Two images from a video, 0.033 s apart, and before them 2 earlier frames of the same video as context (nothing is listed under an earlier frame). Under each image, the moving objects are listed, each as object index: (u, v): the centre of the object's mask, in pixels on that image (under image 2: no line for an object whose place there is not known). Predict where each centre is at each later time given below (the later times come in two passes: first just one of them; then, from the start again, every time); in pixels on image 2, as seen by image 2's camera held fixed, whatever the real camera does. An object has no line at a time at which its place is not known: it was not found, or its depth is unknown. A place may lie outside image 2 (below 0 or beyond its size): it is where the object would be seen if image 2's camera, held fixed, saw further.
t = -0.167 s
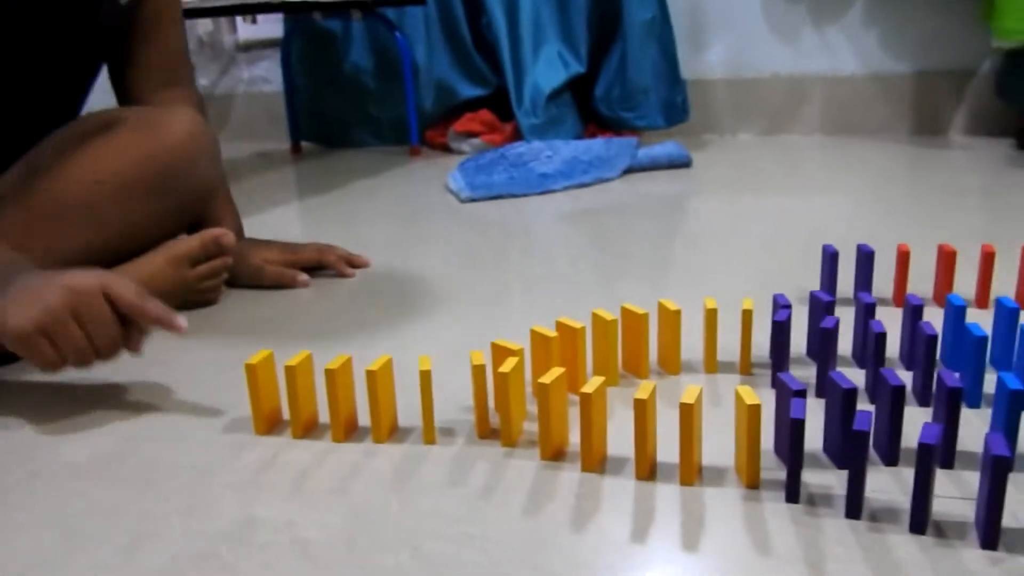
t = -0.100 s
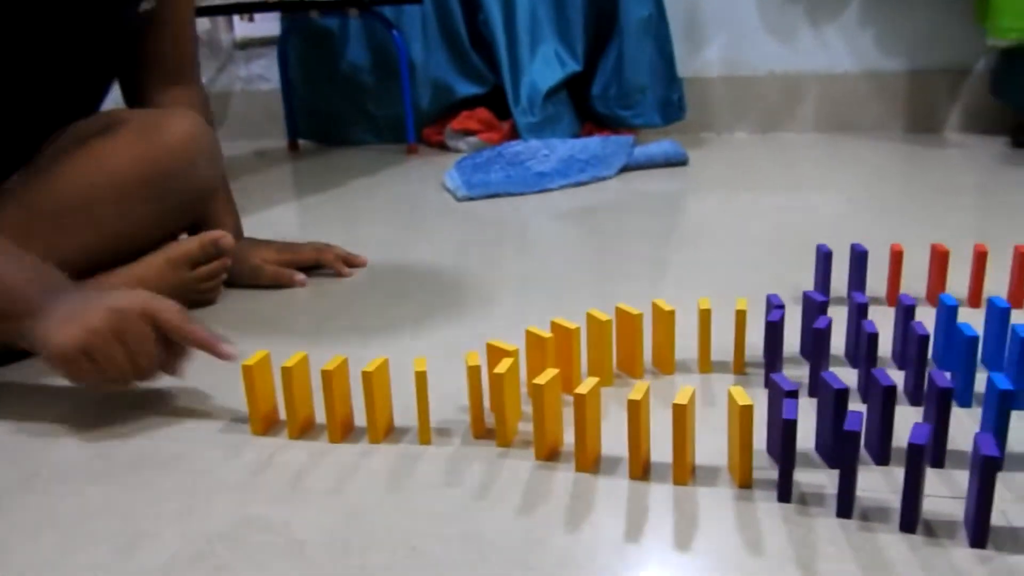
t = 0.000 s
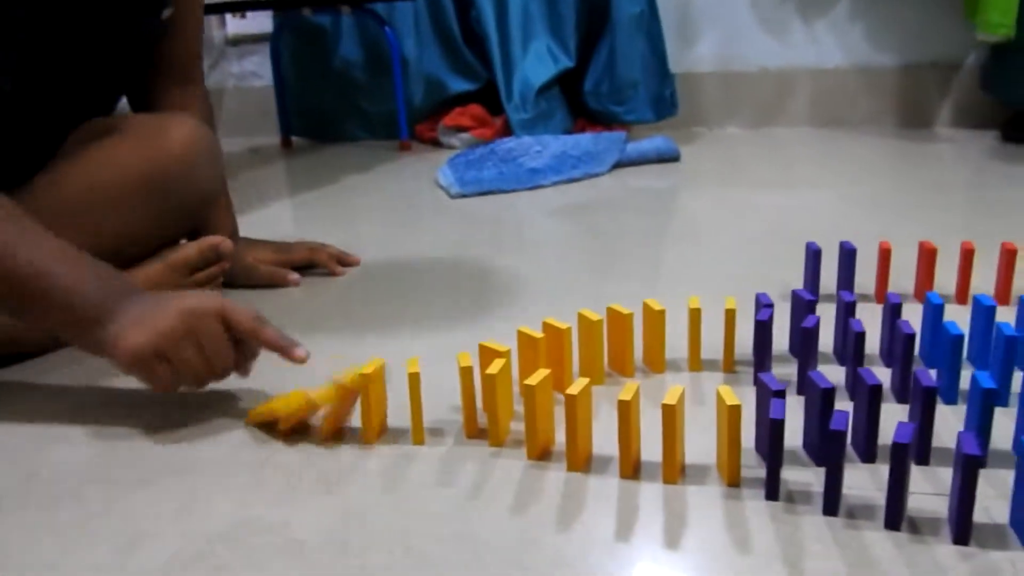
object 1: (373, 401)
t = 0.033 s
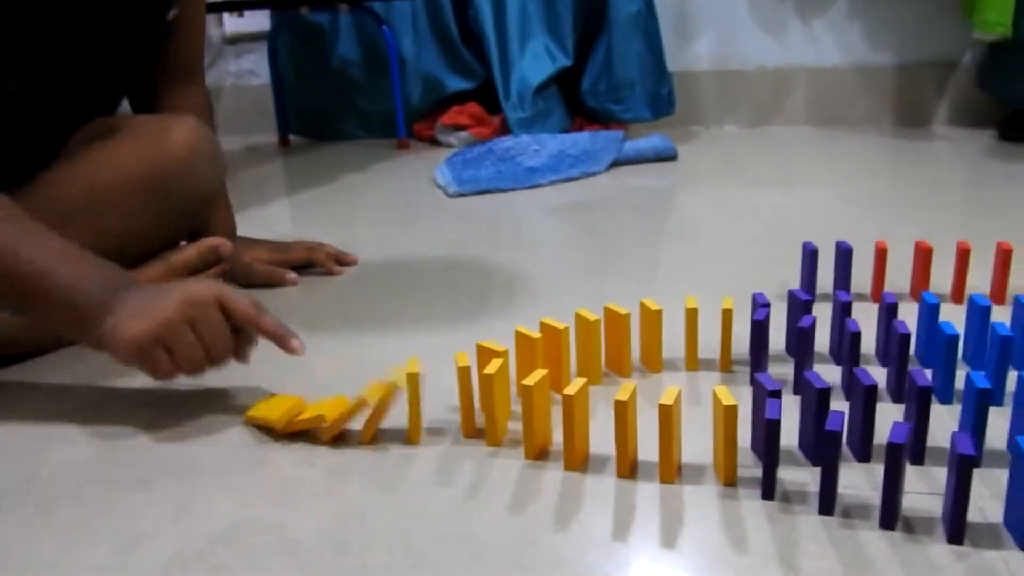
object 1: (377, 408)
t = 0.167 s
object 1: (412, 425)
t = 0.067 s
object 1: (378, 421)
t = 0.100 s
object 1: (400, 423)
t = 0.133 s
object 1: (410, 426)
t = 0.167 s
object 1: (412, 425)
